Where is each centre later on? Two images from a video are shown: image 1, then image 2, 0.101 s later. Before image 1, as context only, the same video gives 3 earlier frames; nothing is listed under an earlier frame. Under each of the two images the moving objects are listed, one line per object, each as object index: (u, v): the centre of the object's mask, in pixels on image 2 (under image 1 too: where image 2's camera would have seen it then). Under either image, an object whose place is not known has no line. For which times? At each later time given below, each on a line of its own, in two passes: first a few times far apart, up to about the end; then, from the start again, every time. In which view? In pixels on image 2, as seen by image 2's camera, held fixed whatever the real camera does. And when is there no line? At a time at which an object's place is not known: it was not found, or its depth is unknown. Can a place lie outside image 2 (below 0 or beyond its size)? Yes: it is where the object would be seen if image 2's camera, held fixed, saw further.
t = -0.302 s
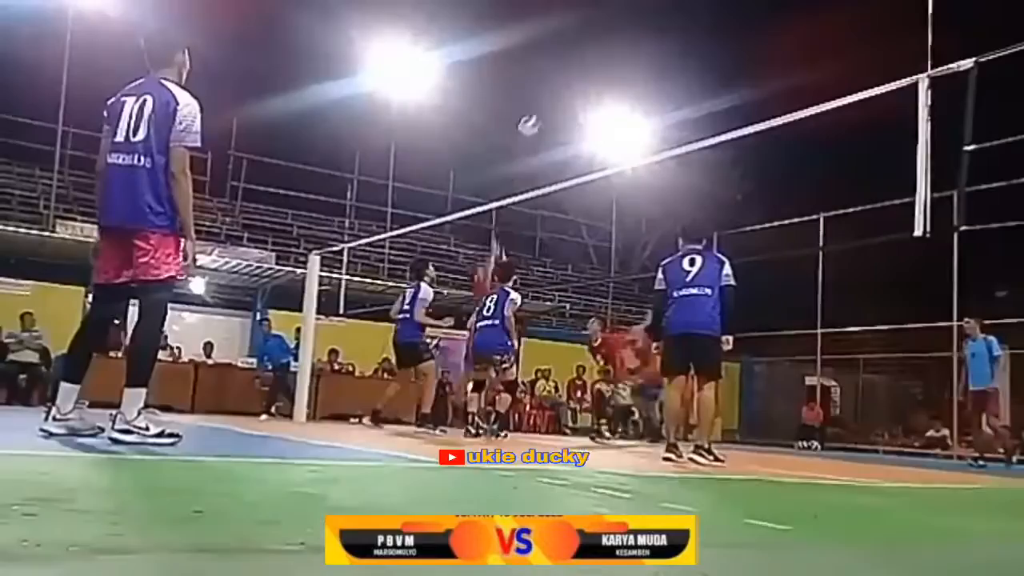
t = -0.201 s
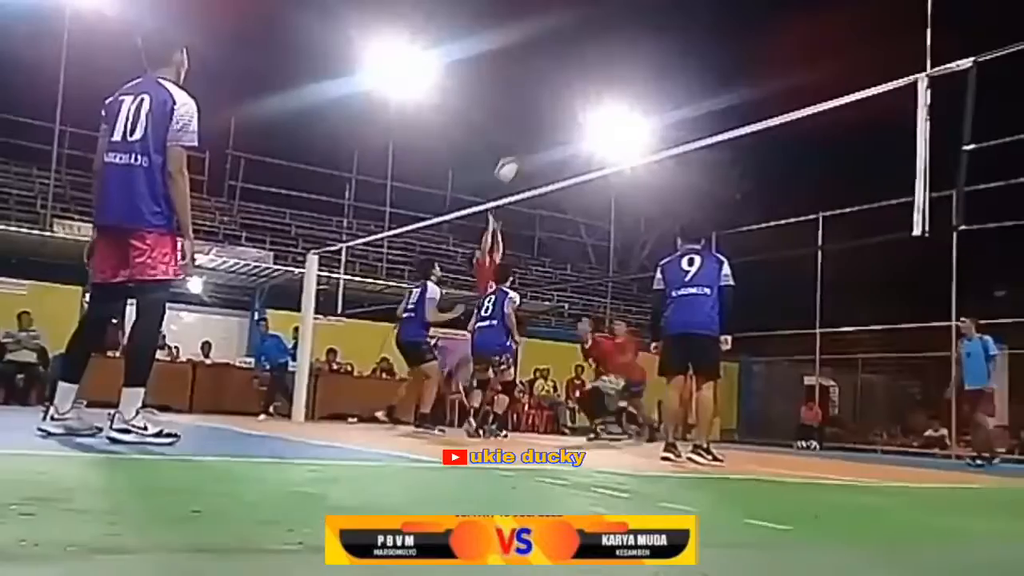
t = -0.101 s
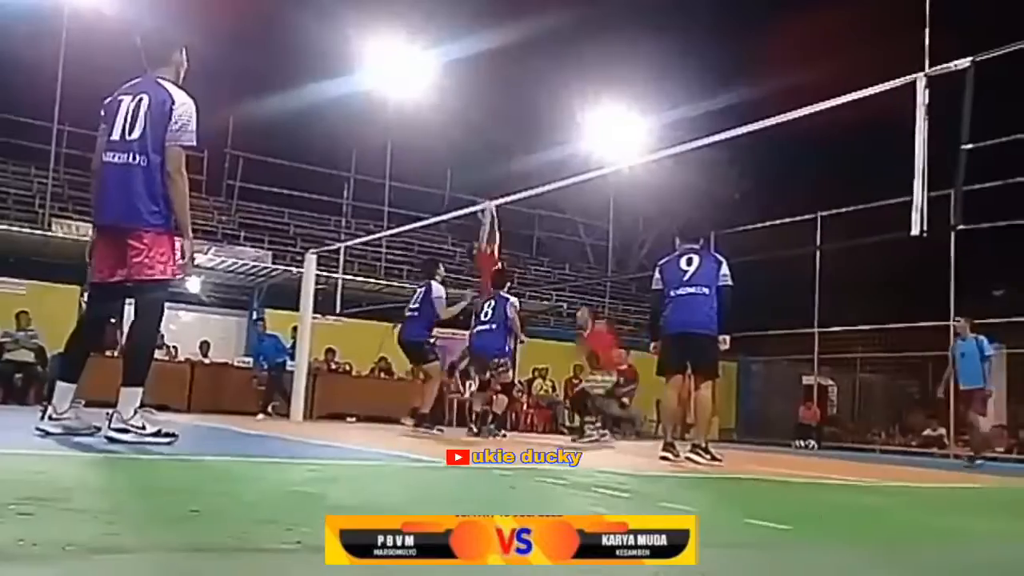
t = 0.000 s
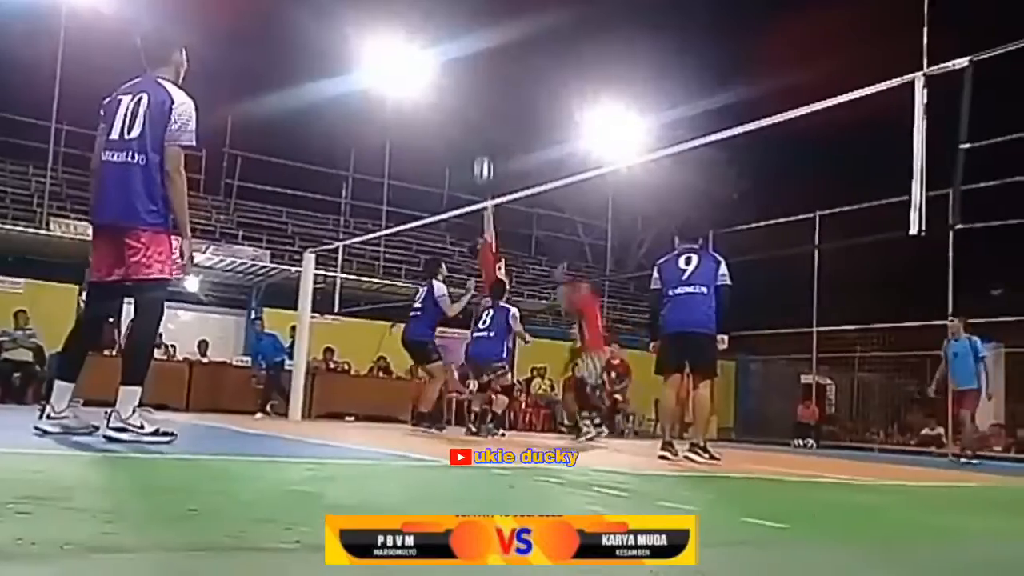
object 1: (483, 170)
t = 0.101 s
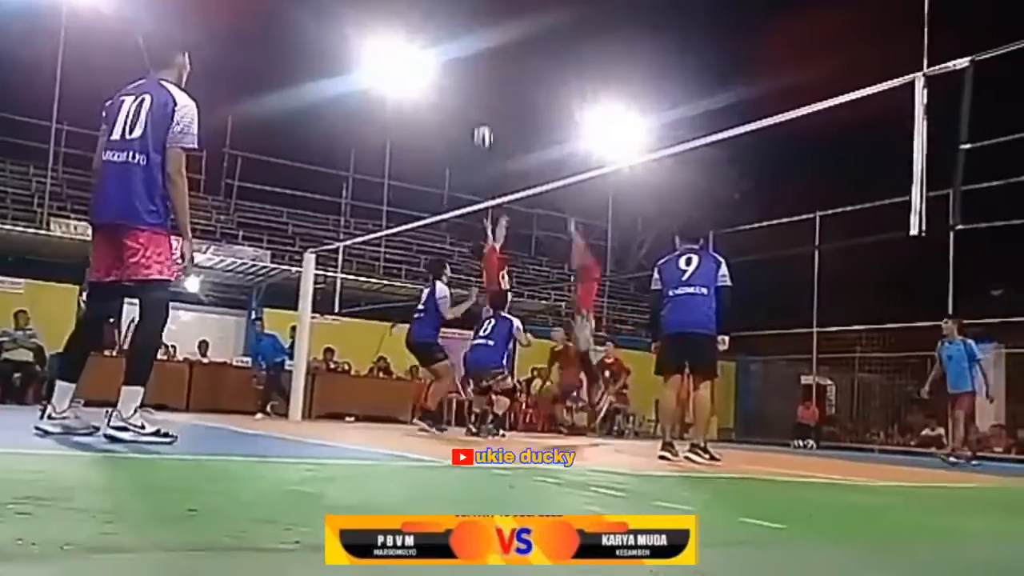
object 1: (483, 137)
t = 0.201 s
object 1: (482, 113)
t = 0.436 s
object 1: (480, 94)
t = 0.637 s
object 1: (472, 109)
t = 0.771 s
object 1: (467, 136)
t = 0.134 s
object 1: (483, 128)
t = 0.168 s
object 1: (482, 120)
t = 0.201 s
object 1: (482, 113)
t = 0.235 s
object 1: (481, 108)
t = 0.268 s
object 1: (481, 103)
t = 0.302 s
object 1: (481, 99)
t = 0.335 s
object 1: (481, 97)
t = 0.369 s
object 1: (480, 95)
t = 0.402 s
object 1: (480, 94)
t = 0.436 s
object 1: (480, 94)
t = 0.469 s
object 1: (479, 94)
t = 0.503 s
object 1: (477, 95)
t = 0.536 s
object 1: (474, 97)
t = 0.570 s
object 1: (473, 100)
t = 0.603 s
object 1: (472, 104)
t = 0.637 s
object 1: (472, 109)
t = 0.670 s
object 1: (471, 114)
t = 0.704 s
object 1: (470, 120)
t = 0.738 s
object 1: (469, 128)
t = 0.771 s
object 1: (467, 136)
